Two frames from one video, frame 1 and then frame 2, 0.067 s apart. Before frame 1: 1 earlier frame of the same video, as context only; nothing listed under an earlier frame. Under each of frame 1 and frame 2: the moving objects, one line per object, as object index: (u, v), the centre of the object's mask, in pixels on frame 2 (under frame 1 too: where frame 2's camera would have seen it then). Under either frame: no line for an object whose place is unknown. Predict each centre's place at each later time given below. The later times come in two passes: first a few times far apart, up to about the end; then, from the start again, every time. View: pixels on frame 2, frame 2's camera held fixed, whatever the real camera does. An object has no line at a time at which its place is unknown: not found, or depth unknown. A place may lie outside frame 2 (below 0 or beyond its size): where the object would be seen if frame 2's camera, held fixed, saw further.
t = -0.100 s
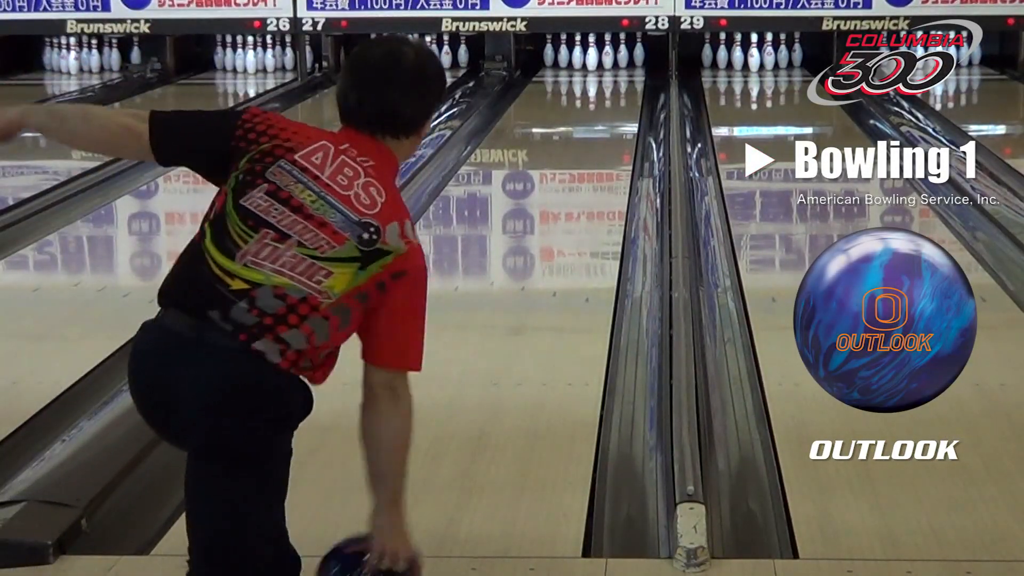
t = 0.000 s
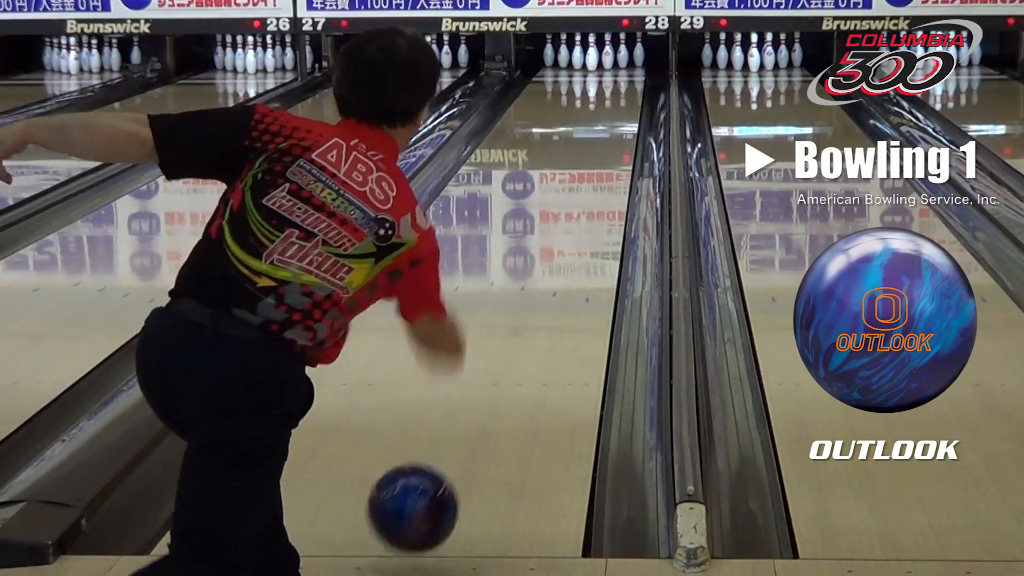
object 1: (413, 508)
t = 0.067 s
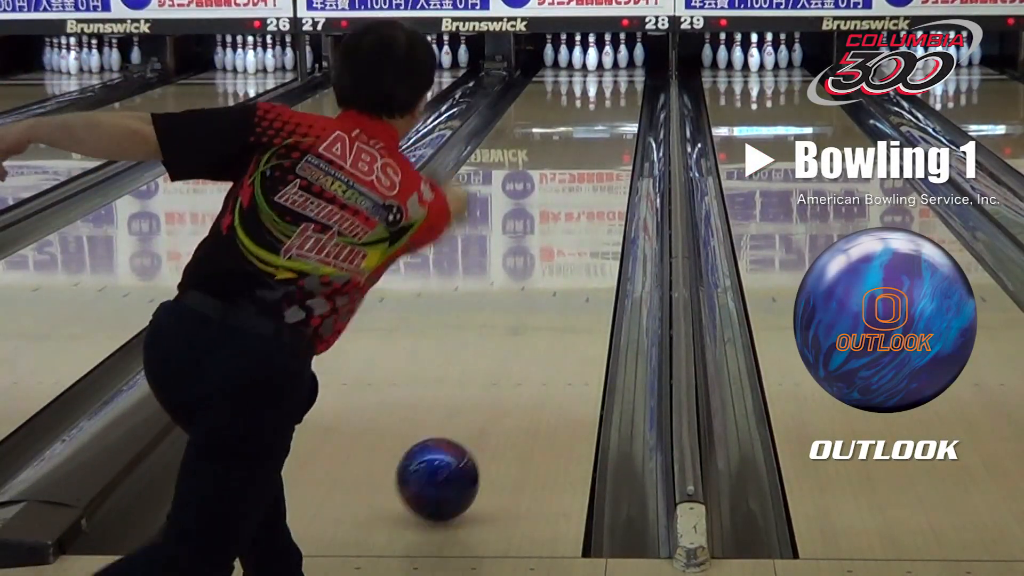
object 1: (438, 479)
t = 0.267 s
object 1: (492, 372)
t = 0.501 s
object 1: (531, 289)
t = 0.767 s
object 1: (561, 225)
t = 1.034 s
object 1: (580, 180)
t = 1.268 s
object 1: (591, 150)
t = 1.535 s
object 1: (599, 124)
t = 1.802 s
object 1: (604, 103)
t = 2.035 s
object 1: (605, 88)
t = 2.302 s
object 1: (603, 74)
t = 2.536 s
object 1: (599, 64)
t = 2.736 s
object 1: (598, 59)
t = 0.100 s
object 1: (449, 460)
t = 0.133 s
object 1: (459, 440)
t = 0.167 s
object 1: (468, 422)
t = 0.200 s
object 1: (476, 404)
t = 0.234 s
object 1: (484, 387)
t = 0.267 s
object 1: (492, 372)
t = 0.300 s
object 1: (498, 358)
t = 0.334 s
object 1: (505, 345)
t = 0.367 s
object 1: (511, 332)
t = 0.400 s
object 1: (517, 320)
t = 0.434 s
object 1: (522, 309)
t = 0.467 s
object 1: (527, 299)
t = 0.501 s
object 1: (531, 289)
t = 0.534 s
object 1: (536, 279)
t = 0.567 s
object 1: (540, 270)
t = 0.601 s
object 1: (544, 262)
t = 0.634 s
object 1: (548, 254)
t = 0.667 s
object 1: (551, 246)
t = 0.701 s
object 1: (555, 239)
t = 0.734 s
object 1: (558, 232)
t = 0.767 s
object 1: (561, 225)
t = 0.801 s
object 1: (563, 218)
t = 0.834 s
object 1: (566, 212)
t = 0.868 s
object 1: (569, 206)
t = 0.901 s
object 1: (571, 201)
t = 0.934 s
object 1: (573, 195)
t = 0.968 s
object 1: (576, 190)
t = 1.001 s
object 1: (578, 185)
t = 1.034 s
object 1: (580, 180)
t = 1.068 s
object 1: (582, 175)
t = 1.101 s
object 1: (583, 170)
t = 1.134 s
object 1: (585, 166)
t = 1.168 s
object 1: (587, 161)
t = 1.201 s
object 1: (588, 157)
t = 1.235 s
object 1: (589, 153)
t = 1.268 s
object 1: (591, 150)
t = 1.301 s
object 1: (592, 146)
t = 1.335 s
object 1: (593, 143)
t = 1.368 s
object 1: (595, 139)
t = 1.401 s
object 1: (596, 136)
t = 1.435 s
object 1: (597, 133)
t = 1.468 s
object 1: (597, 130)
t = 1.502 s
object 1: (599, 127)
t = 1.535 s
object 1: (599, 124)
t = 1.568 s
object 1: (600, 121)
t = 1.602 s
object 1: (601, 118)
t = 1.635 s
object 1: (602, 115)
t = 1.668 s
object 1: (602, 112)
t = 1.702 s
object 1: (603, 110)
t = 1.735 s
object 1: (603, 108)
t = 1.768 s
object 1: (604, 105)
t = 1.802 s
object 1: (604, 103)
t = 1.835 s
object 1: (604, 100)
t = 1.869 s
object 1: (604, 98)
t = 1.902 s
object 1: (605, 96)
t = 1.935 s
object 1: (605, 94)
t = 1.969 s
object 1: (605, 92)
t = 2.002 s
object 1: (605, 90)
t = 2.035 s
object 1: (605, 88)
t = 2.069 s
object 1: (604, 86)
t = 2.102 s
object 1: (604, 84)
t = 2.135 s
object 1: (604, 82)
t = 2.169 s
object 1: (604, 81)
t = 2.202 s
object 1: (604, 79)
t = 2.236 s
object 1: (603, 78)
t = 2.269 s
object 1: (603, 76)
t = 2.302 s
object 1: (603, 74)
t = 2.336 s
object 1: (603, 73)
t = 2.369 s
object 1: (602, 71)
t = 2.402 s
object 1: (601, 69)
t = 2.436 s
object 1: (601, 68)
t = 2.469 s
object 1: (600, 67)
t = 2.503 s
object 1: (599, 66)
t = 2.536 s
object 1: (599, 64)
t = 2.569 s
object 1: (598, 63)
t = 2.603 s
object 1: (597, 61)
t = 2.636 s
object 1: (598, 61)
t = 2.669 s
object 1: (599, 60)
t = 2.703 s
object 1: (598, 60)
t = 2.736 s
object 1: (598, 59)
